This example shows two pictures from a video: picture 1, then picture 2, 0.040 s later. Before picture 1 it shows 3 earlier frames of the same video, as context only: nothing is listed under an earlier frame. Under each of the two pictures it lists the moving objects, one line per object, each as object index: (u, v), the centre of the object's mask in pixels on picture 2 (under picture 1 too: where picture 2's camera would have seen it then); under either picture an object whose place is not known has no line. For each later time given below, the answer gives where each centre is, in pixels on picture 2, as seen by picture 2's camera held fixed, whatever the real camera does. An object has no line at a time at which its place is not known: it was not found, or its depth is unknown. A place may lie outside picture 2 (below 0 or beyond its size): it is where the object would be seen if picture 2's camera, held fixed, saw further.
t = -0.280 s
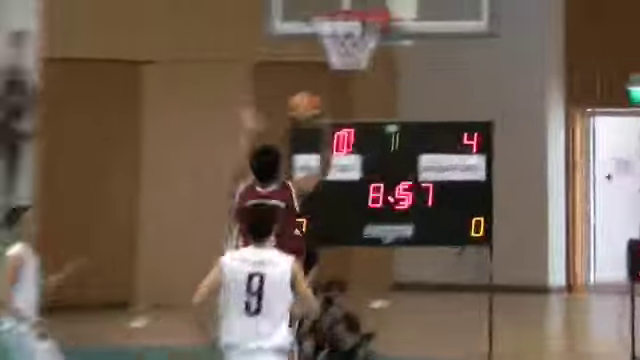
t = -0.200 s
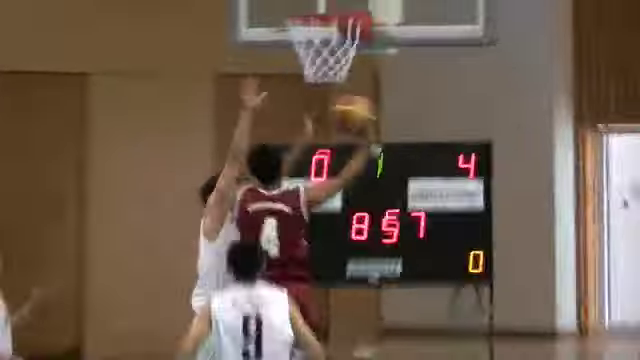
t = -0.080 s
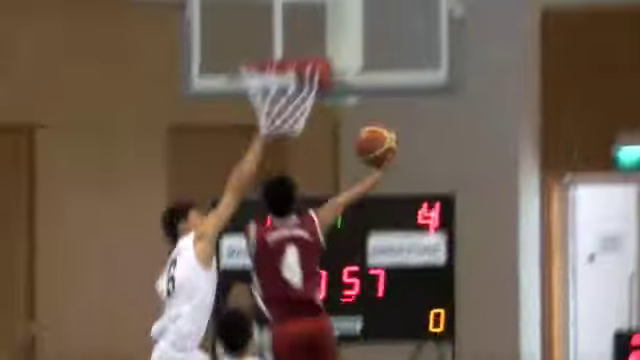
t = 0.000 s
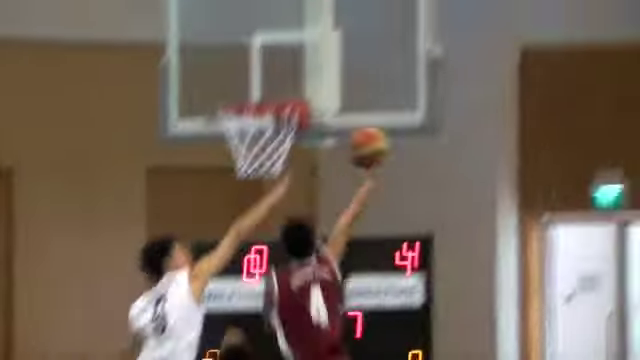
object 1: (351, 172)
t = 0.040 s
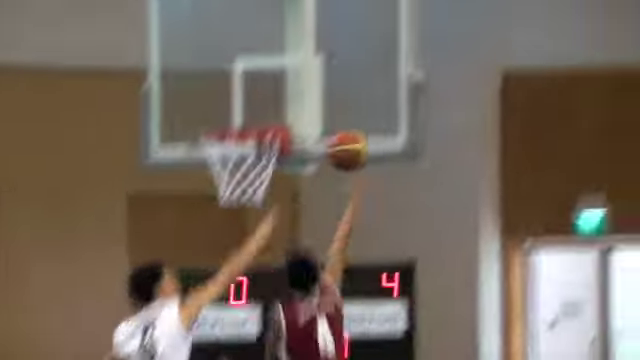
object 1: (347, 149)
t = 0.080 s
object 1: (348, 129)
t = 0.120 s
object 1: (345, 112)
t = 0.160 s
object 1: (343, 98)
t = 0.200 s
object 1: (342, 86)
